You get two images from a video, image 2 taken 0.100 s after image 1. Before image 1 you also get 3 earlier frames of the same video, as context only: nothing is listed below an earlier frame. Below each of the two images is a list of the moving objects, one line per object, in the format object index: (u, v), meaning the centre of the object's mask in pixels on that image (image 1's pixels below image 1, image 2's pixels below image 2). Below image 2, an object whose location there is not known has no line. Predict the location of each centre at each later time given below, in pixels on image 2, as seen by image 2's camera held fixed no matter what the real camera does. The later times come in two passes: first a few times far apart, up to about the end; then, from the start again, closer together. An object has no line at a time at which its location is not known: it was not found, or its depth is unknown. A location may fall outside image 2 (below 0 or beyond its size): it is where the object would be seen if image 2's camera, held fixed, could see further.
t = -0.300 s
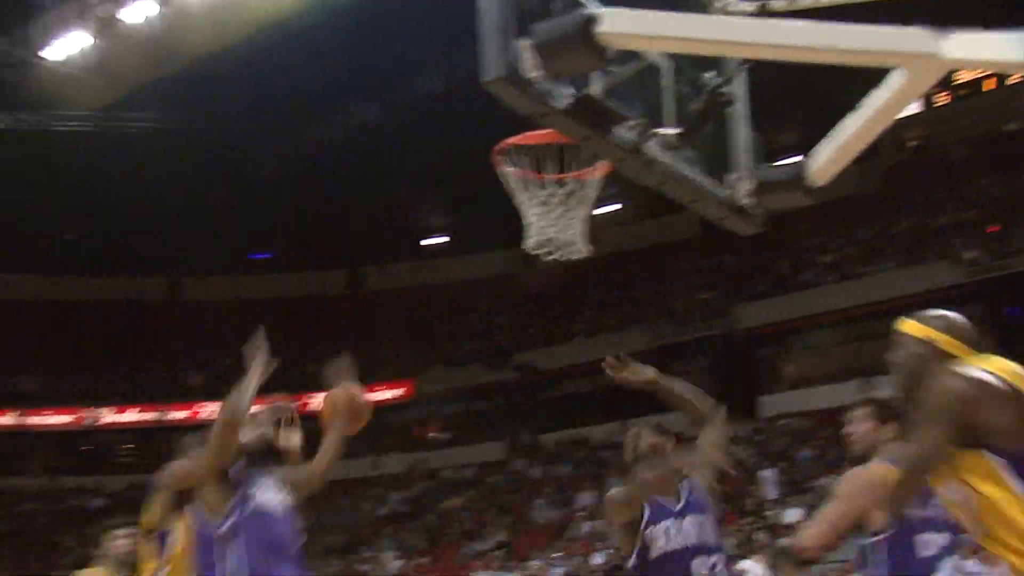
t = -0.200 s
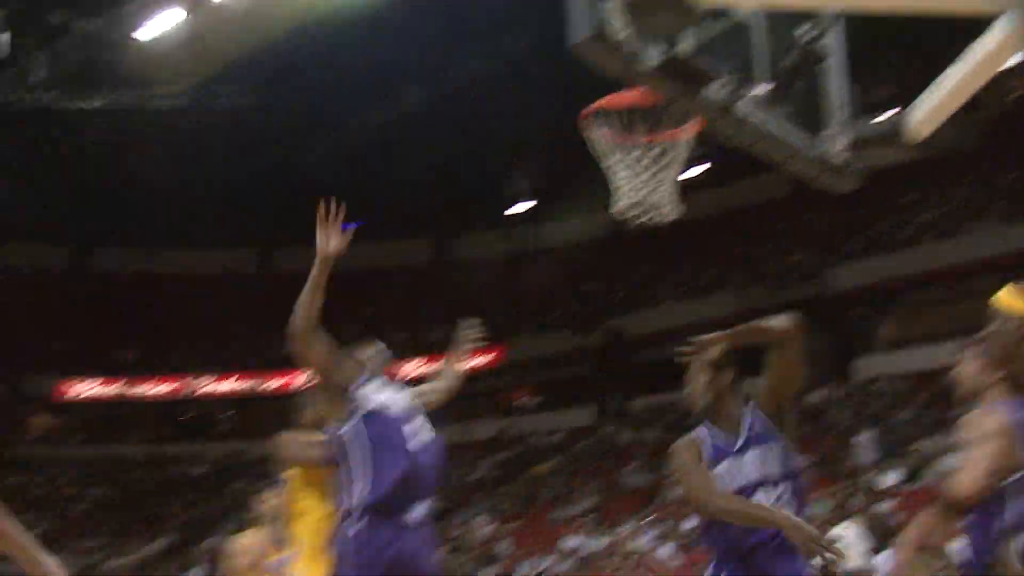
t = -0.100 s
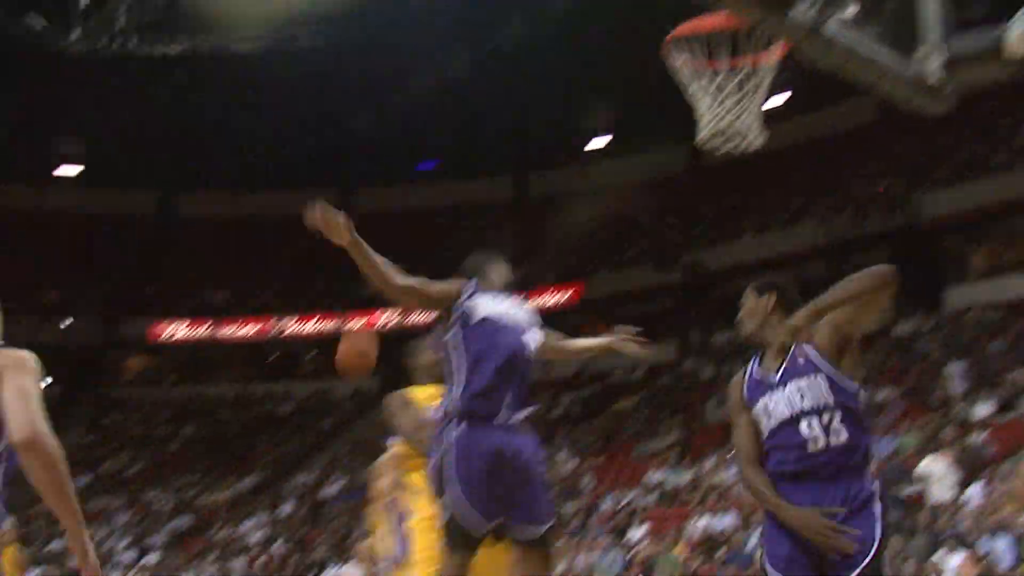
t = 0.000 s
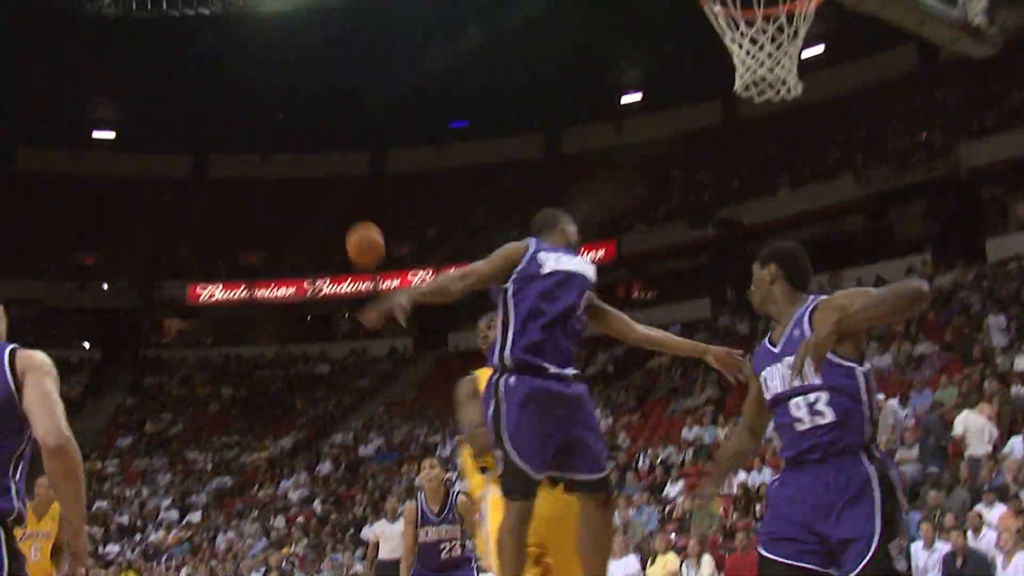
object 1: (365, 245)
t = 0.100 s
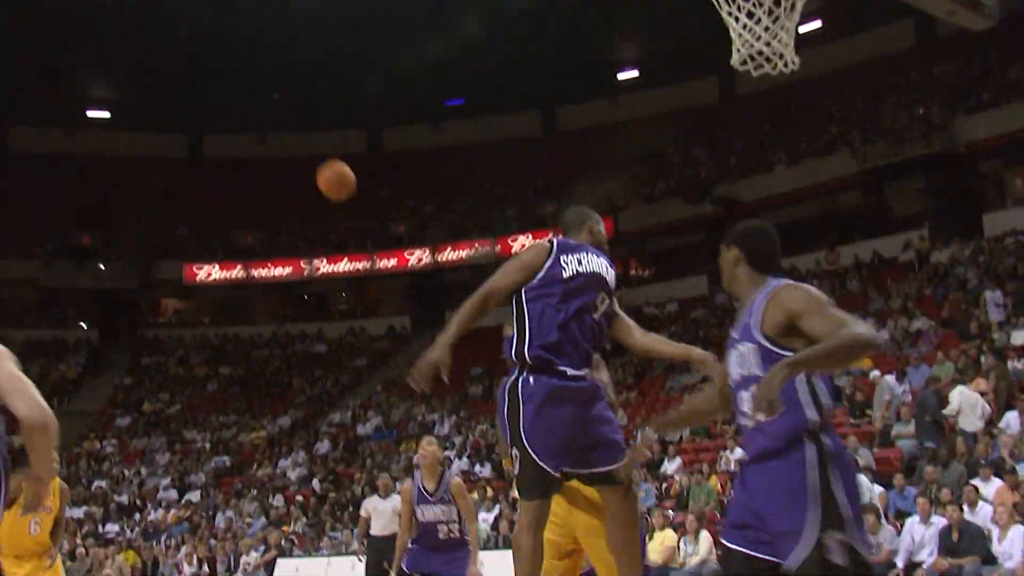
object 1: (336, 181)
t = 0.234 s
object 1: (305, 150)
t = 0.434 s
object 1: (265, 154)
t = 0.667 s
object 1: (225, 217)
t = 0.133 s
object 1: (328, 171)
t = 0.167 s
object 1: (320, 162)
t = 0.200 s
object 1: (312, 155)
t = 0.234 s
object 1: (305, 150)
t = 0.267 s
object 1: (298, 147)
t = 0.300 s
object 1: (291, 146)
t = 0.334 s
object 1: (284, 145)
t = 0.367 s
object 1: (278, 147)
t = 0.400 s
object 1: (271, 150)
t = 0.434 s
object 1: (265, 154)
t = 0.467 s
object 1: (258, 159)
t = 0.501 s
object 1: (251, 167)
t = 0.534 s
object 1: (246, 174)
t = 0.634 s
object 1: (230, 204)
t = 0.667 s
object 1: (225, 217)
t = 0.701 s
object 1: (225, 231)
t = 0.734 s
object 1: (220, 245)
